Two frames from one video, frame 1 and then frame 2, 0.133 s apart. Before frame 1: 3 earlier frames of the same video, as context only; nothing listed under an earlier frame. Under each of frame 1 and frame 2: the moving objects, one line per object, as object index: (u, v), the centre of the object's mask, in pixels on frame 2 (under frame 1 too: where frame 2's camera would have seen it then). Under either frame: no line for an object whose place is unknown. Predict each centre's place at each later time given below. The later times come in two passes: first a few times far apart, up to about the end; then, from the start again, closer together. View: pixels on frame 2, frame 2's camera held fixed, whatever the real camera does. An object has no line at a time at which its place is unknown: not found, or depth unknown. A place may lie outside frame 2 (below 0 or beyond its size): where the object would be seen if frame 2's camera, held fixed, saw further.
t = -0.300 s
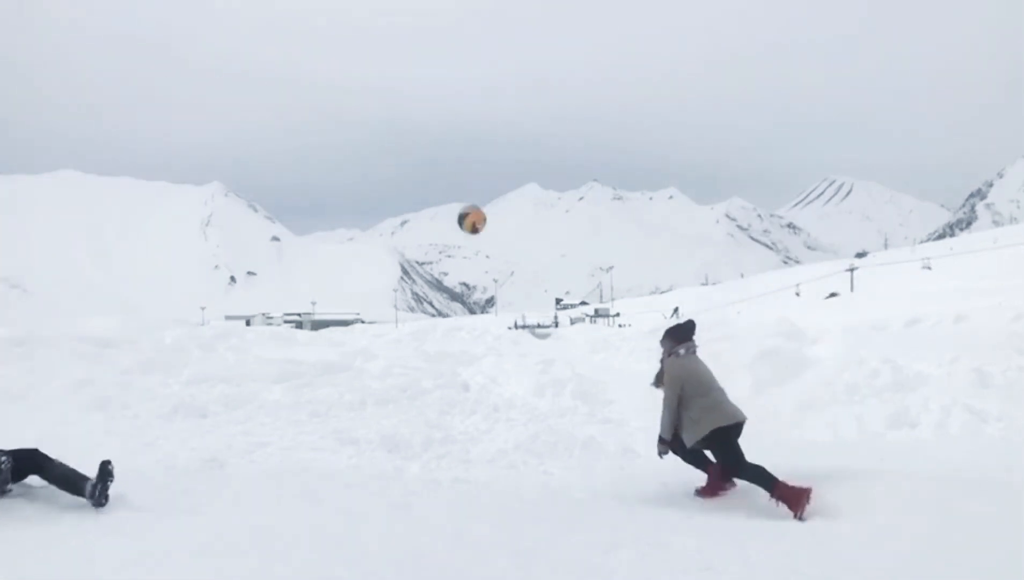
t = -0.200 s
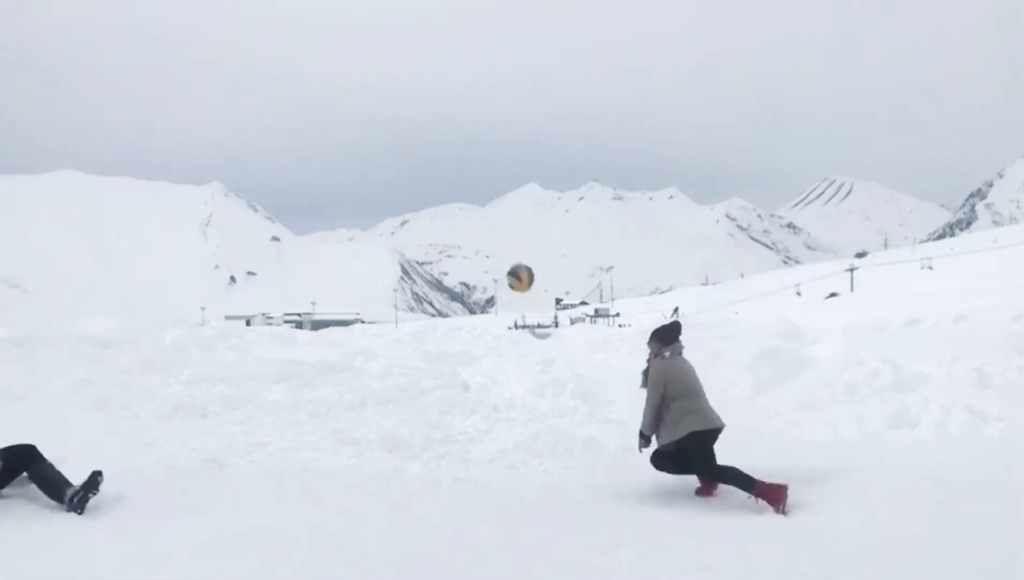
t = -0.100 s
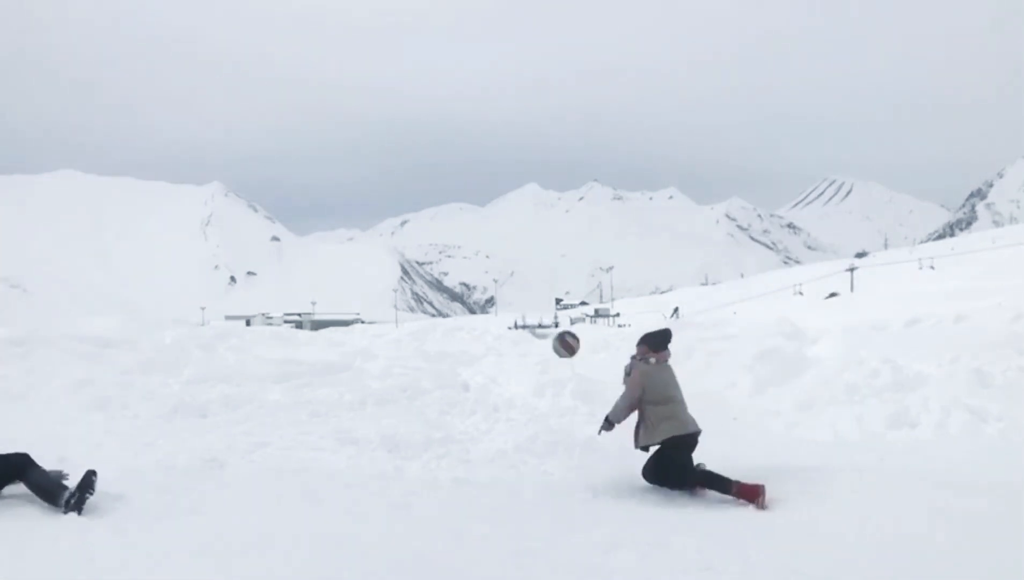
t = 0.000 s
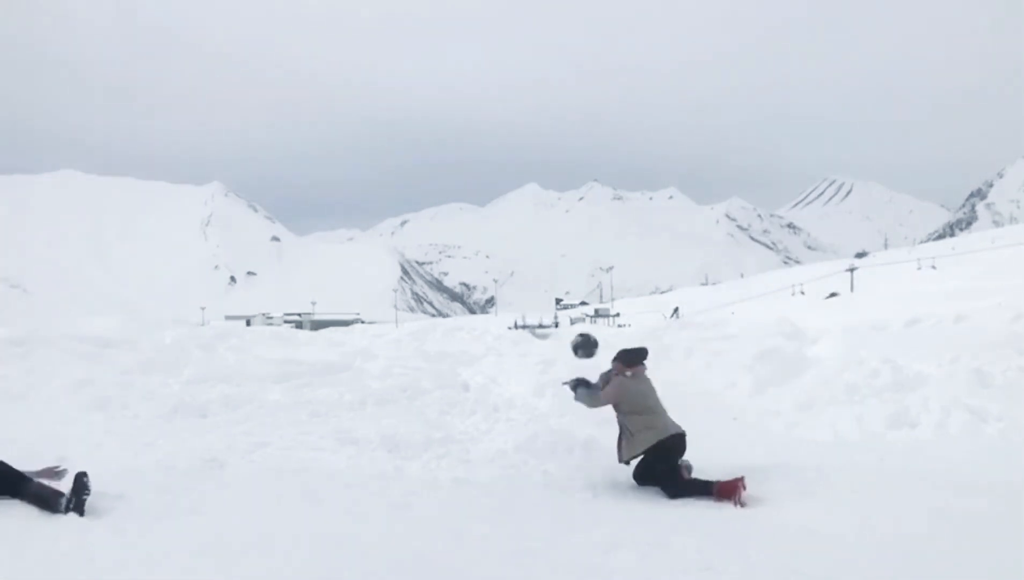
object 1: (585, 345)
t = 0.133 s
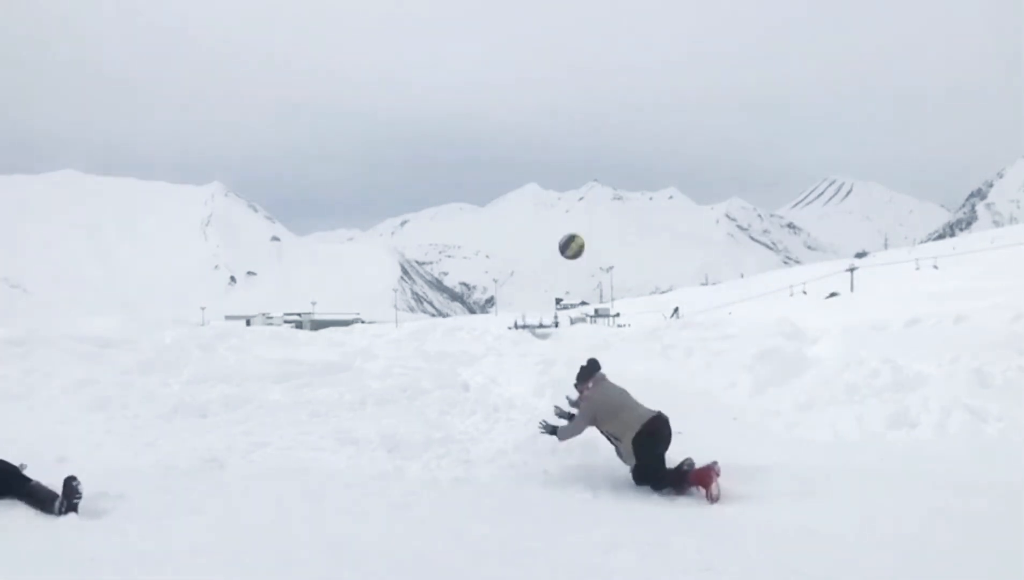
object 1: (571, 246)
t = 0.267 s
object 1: (560, 180)
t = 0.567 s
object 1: (532, 86)
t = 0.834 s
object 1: (507, 97)
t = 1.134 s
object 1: (479, 209)
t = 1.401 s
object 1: (454, 392)
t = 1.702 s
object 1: (406, 391)
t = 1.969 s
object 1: (356, 390)
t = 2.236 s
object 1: (304, 435)
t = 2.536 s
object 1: (256, 429)
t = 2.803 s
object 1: (222, 445)
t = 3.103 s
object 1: (197, 458)
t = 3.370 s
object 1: (199, 461)
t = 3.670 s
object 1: (196, 462)
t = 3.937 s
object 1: (198, 462)
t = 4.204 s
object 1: (197, 462)
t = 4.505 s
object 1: (198, 462)
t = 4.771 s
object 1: (198, 462)
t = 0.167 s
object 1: (570, 236)
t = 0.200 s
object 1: (567, 216)
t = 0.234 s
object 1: (563, 197)
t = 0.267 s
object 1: (560, 180)
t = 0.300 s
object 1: (557, 163)
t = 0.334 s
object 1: (554, 149)
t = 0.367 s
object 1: (550, 136)
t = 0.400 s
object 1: (547, 124)
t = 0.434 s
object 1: (544, 113)
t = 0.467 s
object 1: (541, 105)
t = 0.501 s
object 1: (538, 97)
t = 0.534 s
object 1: (535, 91)
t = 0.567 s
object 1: (532, 86)
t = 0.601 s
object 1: (528, 83)
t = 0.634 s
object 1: (525, 81)
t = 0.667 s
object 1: (522, 80)
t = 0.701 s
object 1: (519, 81)
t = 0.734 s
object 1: (516, 83)
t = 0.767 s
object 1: (513, 86)
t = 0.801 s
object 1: (510, 91)
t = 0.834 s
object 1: (507, 97)
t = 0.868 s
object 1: (504, 104)
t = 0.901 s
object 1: (501, 113)
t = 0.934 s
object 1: (498, 123)
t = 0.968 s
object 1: (494, 134)
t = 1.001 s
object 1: (491, 147)
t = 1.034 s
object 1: (488, 161)
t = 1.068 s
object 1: (486, 176)
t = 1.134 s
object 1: (479, 209)
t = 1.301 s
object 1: (464, 315)
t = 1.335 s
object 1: (460, 340)
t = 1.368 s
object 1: (457, 365)
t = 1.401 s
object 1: (454, 392)
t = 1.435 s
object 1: (451, 421)
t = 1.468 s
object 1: (448, 451)
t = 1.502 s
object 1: (442, 447)
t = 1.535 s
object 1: (436, 435)
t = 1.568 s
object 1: (430, 423)
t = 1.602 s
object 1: (425, 414)
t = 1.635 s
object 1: (419, 405)
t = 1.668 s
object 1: (413, 398)
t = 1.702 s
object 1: (406, 391)
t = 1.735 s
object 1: (400, 387)
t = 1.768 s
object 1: (394, 383)
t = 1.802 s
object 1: (388, 380)
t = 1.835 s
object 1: (381, 380)
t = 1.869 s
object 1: (375, 380)
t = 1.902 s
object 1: (368, 382)
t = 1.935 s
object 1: (362, 385)
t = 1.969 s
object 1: (356, 390)
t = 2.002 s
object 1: (349, 396)
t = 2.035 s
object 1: (342, 403)
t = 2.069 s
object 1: (335, 412)
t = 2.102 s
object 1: (328, 423)
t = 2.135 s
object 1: (321, 435)
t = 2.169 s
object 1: (314, 449)
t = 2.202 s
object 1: (309, 443)
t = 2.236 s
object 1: (304, 435)
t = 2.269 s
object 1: (299, 429)
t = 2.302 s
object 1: (294, 424)
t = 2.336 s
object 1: (289, 420)
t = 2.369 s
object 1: (283, 418)
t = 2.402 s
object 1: (278, 417)
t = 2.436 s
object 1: (273, 418)
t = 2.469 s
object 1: (267, 420)
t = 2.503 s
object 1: (262, 424)
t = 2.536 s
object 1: (256, 429)
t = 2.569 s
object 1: (251, 435)
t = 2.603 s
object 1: (245, 443)
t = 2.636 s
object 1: (239, 453)
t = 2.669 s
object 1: (235, 458)
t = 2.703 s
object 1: (232, 452)
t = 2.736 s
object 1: (229, 448)
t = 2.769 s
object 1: (226, 446)
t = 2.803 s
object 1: (222, 445)
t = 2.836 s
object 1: (219, 446)
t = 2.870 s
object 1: (216, 448)
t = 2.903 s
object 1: (213, 452)
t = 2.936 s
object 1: (210, 458)
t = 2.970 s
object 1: (206, 461)
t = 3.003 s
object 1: (203, 461)
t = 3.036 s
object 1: (200, 460)
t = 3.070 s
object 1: (198, 459)
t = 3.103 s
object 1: (197, 458)
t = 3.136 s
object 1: (196, 457)
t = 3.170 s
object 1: (195, 457)
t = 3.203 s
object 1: (195, 457)
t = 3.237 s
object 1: (196, 457)
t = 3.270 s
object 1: (197, 459)
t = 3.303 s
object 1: (198, 460)
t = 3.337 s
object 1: (199, 462)
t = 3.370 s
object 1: (199, 461)
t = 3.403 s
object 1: (199, 461)
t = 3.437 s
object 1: (199, 461)
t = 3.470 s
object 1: (198, 461)
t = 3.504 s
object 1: (197, 461)
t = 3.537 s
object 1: (197, 462)
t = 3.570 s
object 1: (197, 462)
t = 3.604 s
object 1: (196, 462)
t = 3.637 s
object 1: (196, 462)
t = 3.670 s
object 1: (196, 462)
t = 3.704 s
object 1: (196, 462)
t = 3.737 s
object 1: (197, 462)
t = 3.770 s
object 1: (197, 462)
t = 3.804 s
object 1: (197, 462)
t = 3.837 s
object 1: (197, 462)
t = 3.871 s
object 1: (198, 462)
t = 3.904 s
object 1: (198, 462)
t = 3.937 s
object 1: (198, 462)
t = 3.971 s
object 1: (199, 462)
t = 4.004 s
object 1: (199, 462)
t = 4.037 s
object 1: (199, 462)
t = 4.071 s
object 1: (198, 462)
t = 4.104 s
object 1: (198, 462)
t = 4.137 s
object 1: (198, 462)
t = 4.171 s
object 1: (198, 462)
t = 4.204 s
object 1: (197, 462)
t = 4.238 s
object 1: (197, 462)
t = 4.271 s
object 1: (197, 462)
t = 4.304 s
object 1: (197, 462)
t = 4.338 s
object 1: (197, 462)
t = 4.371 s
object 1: (197, 462)
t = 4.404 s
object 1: (197, 462)
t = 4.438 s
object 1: (198, 462)
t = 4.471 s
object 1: (198, 462)
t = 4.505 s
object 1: (198, 462)
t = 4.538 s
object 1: (198, 462)
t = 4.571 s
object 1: (198, 462)
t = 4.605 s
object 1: (198, 462)
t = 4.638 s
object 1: (198, 462)
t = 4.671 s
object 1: (198, 462)
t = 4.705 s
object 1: (198, 462)
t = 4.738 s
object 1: (198, 462)
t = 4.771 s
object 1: (198, 462)
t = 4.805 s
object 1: (198, 462)
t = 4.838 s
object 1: (197, 462)
